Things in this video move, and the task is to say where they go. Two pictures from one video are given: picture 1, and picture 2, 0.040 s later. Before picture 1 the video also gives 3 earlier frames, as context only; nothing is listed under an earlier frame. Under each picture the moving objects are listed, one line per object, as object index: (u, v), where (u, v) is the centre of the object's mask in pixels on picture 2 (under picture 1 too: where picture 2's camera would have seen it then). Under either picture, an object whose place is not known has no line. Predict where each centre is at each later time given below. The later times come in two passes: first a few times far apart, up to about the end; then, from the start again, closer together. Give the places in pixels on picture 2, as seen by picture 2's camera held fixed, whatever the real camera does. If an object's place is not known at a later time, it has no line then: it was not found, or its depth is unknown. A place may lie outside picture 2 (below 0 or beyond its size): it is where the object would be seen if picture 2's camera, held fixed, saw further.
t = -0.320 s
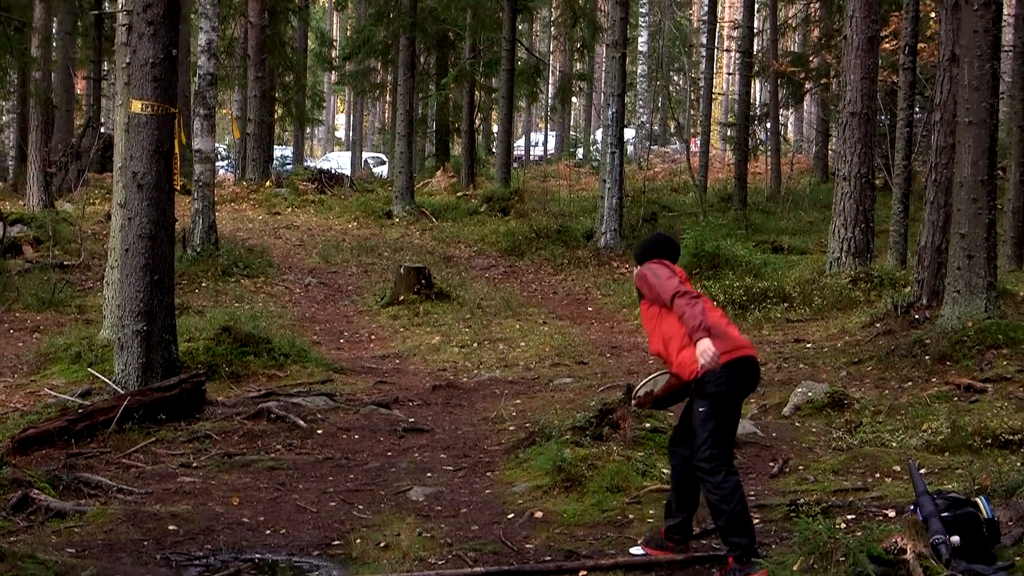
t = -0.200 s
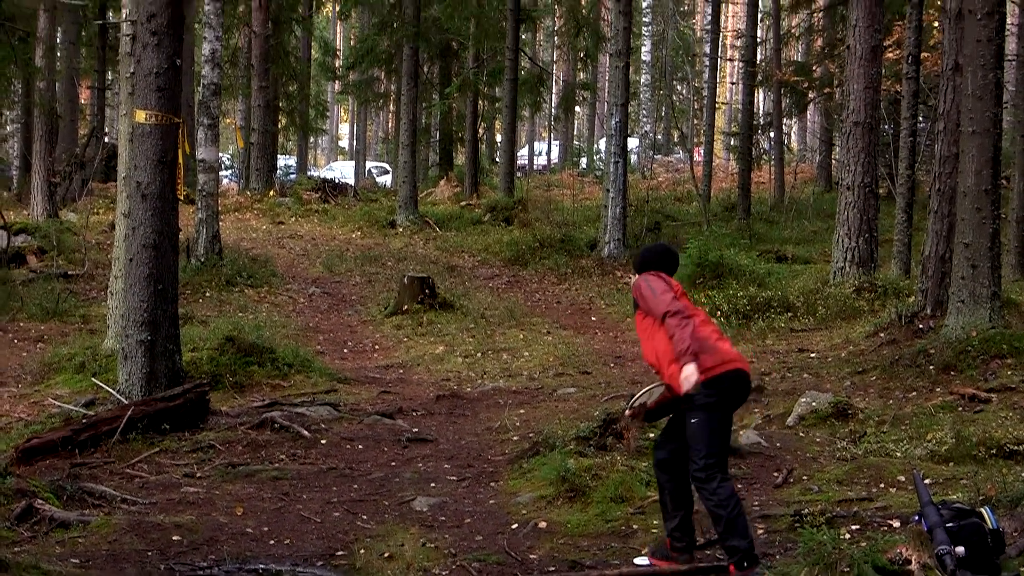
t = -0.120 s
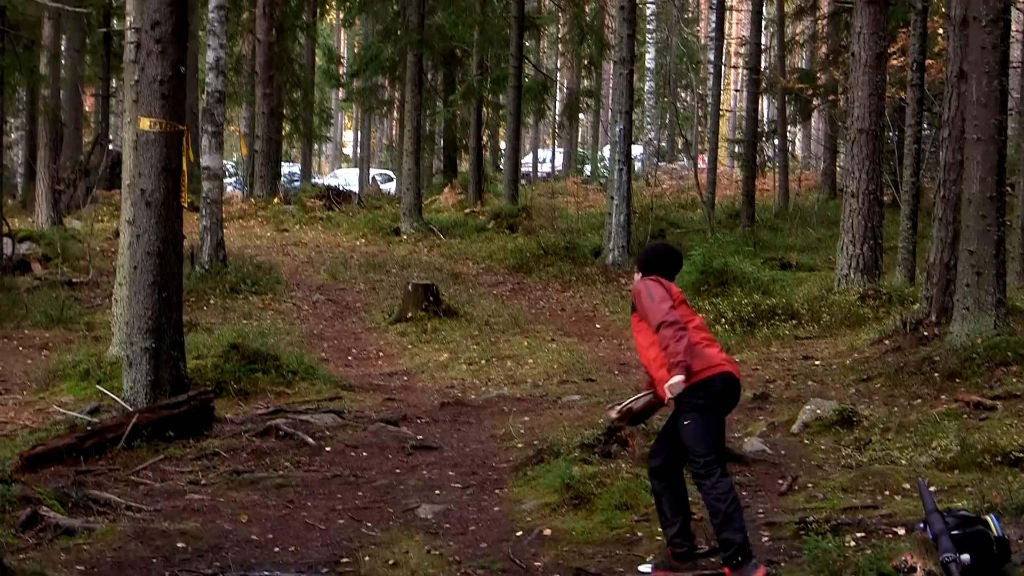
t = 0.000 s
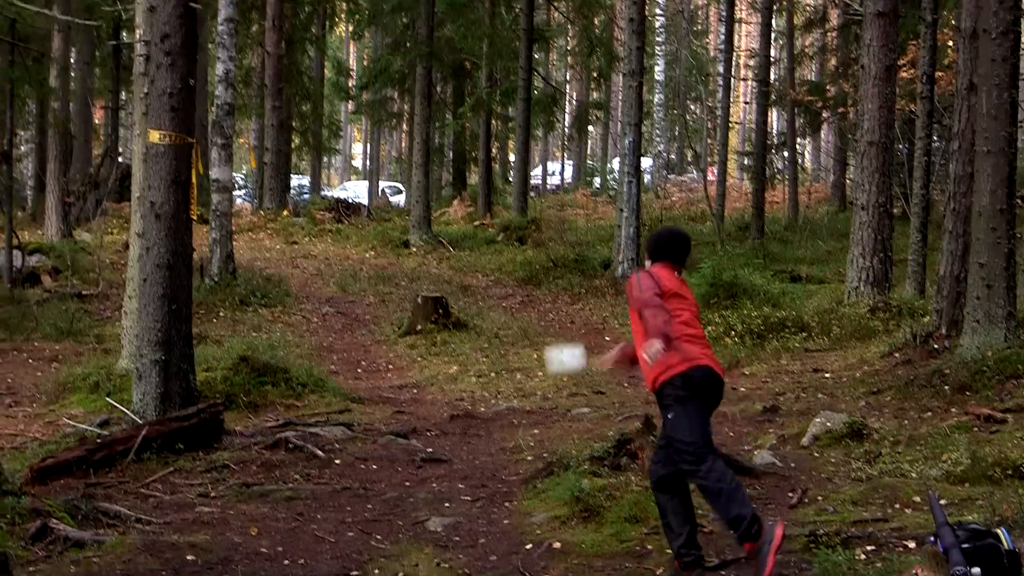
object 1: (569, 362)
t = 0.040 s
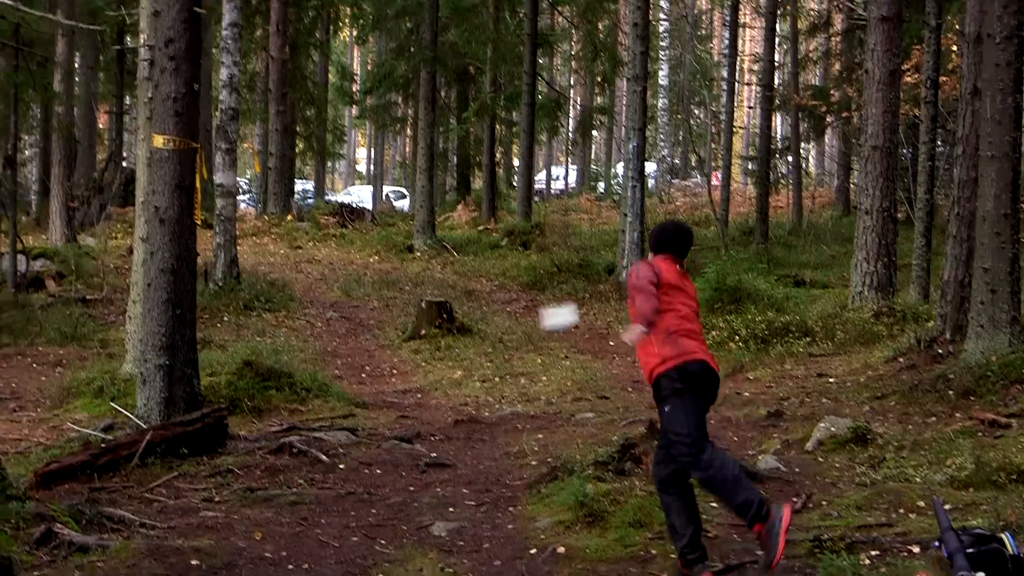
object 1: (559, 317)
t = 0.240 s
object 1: (517, 172)
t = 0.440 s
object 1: (484, 108)
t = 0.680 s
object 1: (447, 75)
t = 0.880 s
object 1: (418, 62)
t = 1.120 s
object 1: (379, 55)
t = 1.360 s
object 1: (335, 60)
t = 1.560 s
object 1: (293, 73)
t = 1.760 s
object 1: (245, 93)
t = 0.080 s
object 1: (549, 276)
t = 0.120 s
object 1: (540, 243)
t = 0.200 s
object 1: (524, 193)
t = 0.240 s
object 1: (517, 172)
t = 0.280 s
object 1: (509, 154)
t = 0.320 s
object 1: (503, 140)
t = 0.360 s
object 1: (497, 128)
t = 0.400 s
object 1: (490, 117)
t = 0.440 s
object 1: (484, 108)
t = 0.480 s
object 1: (477, 99)
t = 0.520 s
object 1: (471, 93)
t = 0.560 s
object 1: (466, 87)
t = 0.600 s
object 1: (459, 82)
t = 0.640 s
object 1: (453, 78)
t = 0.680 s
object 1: (447, 75)
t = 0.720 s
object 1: (442, 71)
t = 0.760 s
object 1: (436, 68)
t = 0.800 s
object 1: (430, 66)
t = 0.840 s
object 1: (424, 64)
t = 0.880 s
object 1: (418, 62)
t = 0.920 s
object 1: (411, 60)
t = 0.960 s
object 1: (405, 58)
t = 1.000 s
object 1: (399, 57)
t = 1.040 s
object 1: (393, 56)
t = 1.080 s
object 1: (386, 55)
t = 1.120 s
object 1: (379, 55)
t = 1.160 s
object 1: (372, 55)
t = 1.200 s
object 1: (365, 55)
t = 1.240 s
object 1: (358, 56)
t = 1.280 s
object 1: (350, 57)
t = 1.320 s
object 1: (343, 58)
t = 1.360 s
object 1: (335, 60)
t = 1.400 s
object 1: (327, 62)
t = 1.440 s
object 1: (319, 64)
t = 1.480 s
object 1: (310, 66)
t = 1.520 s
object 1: (301, 69)
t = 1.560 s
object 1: (293, 73)
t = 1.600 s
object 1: (284, 76)
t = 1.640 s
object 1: (274, 81)
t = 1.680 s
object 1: (264, 85)
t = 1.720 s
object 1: (254, 89)
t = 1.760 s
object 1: (245, 93)
